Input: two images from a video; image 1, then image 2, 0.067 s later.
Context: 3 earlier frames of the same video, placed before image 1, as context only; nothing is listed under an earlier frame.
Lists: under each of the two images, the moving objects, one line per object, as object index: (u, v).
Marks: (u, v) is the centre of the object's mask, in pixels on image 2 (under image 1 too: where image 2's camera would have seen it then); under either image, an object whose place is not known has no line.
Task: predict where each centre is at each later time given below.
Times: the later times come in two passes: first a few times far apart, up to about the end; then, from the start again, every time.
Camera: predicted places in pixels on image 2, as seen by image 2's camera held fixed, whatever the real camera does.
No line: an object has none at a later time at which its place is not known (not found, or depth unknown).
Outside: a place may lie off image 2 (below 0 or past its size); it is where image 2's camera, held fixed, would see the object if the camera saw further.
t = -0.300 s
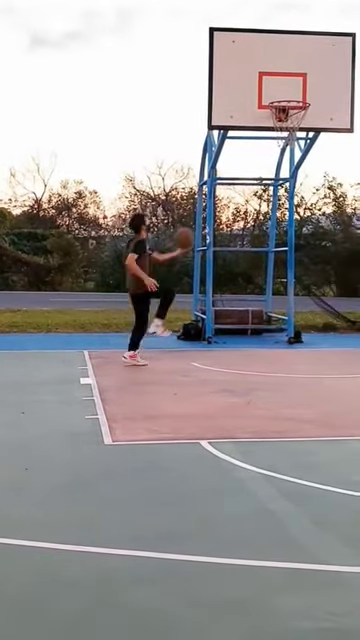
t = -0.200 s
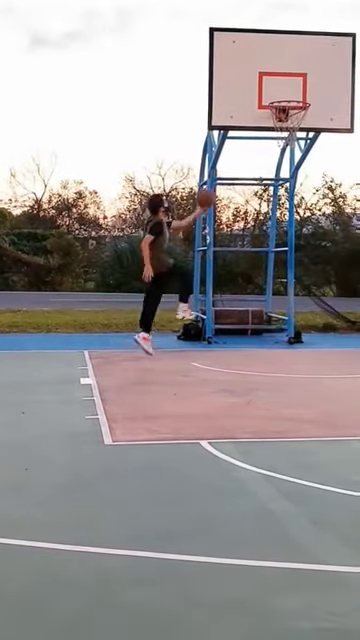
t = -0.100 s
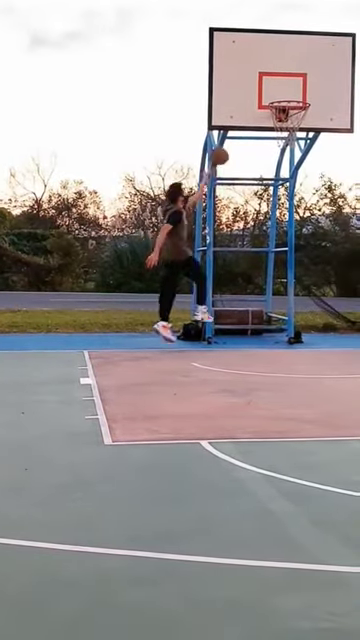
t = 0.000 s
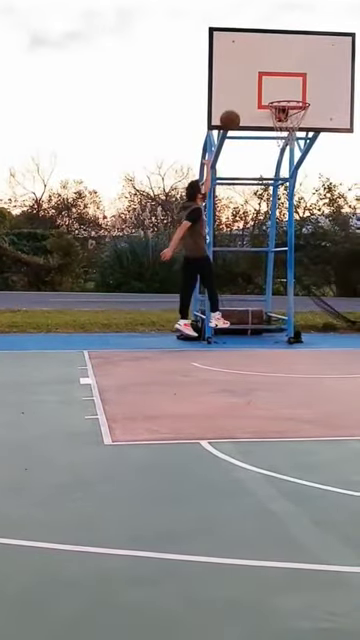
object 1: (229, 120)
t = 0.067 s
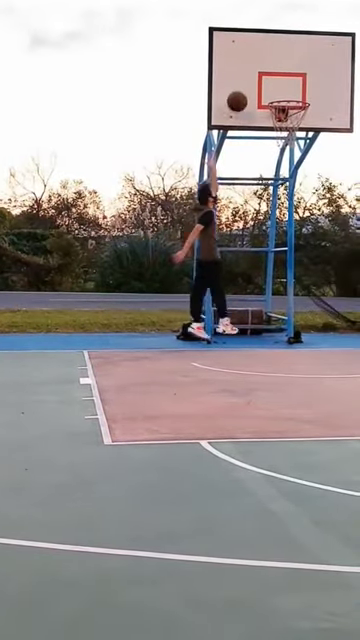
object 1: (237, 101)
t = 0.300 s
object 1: (260, 67)
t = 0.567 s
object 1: (281, 79)
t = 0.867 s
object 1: (289, 96)
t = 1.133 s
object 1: (283, 115)
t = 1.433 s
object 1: (301, 151)
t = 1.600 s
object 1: (309, 197)
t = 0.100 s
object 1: (240, 93)
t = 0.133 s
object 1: (243, 86)
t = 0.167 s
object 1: (247, 80)
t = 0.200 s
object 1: (250, 75)
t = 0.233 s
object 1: (254, 71)
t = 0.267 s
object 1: (257, 68)
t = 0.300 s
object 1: (260, 67)
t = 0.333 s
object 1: (263, 65)
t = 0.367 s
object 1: (266, 65)
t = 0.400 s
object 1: (269, 65)
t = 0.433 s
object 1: (272, 66)
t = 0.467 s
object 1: (274, 68)
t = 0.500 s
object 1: (276, 70)
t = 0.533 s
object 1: (279, 74)
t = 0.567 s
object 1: (281, 79)
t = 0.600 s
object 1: (283, 84)
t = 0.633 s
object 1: (285, 90)
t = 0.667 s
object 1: (288, 94)
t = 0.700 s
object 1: (291, 96)
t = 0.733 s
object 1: (293, 95)
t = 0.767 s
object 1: (296, 95)
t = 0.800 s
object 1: (298, 96)
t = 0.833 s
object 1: (293, 95)
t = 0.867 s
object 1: (289, 96)
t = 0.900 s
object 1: (285, 96)
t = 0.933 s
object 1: (282, 96)
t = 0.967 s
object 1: (281, 97)
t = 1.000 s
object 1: (280, 98)
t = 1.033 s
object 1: (278, 98)
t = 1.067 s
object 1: (280, 100)
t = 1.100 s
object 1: (282, 110)
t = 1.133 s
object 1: (283, 115)
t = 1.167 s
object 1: (284, 118)
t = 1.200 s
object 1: (287, 122)
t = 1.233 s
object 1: (288, 125)
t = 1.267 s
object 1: (292, 129)
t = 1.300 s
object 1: (294, 132)
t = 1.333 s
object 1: (295, 135)
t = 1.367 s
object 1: (297, 138)
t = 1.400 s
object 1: (299, 146)
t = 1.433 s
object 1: (301, 151)
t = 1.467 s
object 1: (303, 159)
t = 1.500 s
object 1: (304, 167)
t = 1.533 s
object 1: (306, 176)
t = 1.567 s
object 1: (308, 186)
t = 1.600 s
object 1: (309, 197)
